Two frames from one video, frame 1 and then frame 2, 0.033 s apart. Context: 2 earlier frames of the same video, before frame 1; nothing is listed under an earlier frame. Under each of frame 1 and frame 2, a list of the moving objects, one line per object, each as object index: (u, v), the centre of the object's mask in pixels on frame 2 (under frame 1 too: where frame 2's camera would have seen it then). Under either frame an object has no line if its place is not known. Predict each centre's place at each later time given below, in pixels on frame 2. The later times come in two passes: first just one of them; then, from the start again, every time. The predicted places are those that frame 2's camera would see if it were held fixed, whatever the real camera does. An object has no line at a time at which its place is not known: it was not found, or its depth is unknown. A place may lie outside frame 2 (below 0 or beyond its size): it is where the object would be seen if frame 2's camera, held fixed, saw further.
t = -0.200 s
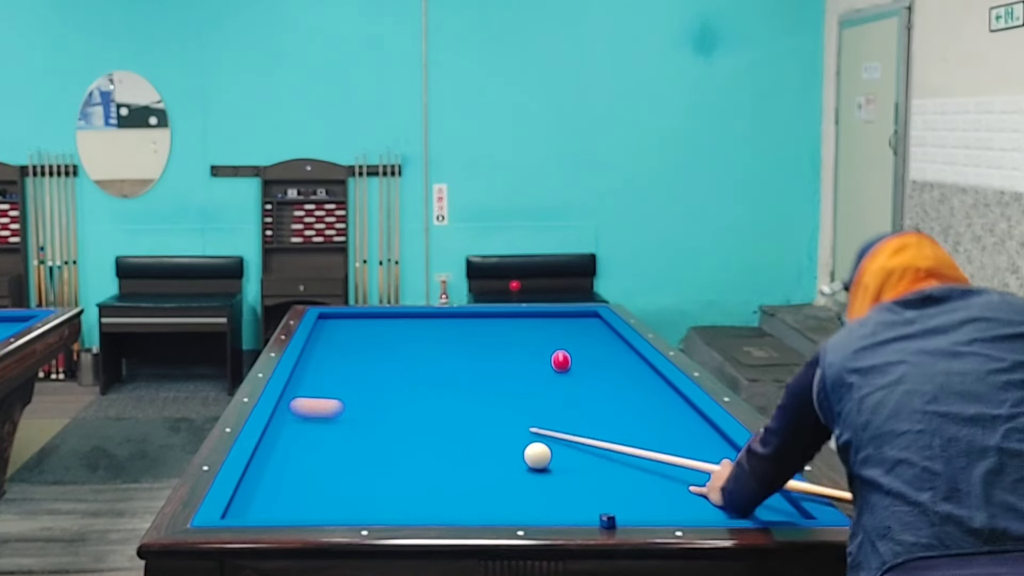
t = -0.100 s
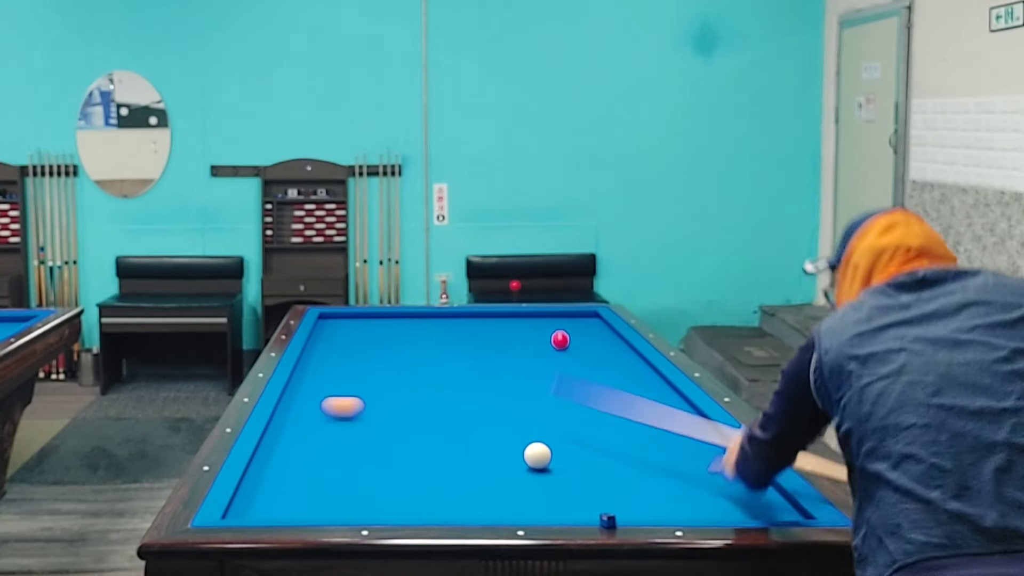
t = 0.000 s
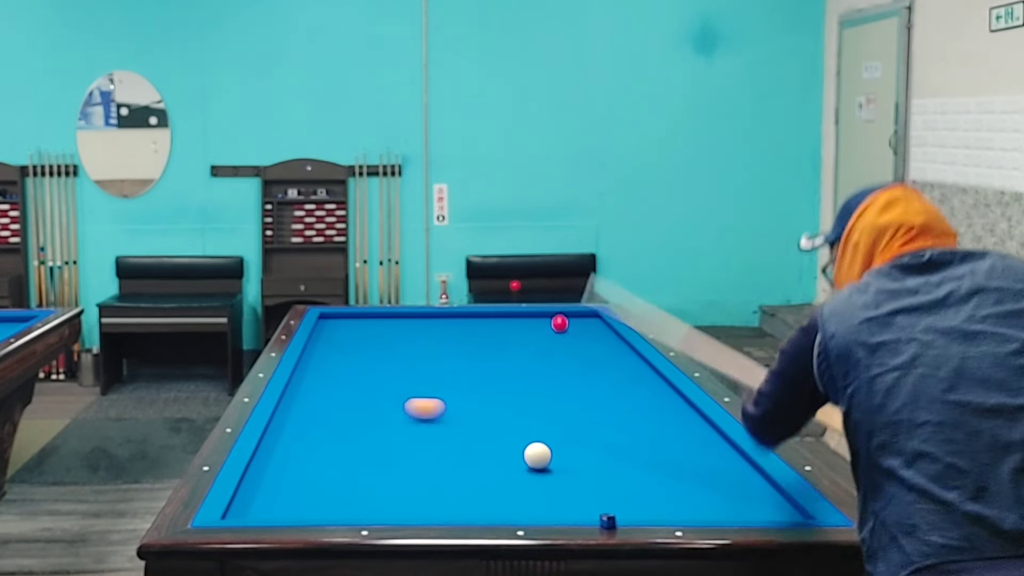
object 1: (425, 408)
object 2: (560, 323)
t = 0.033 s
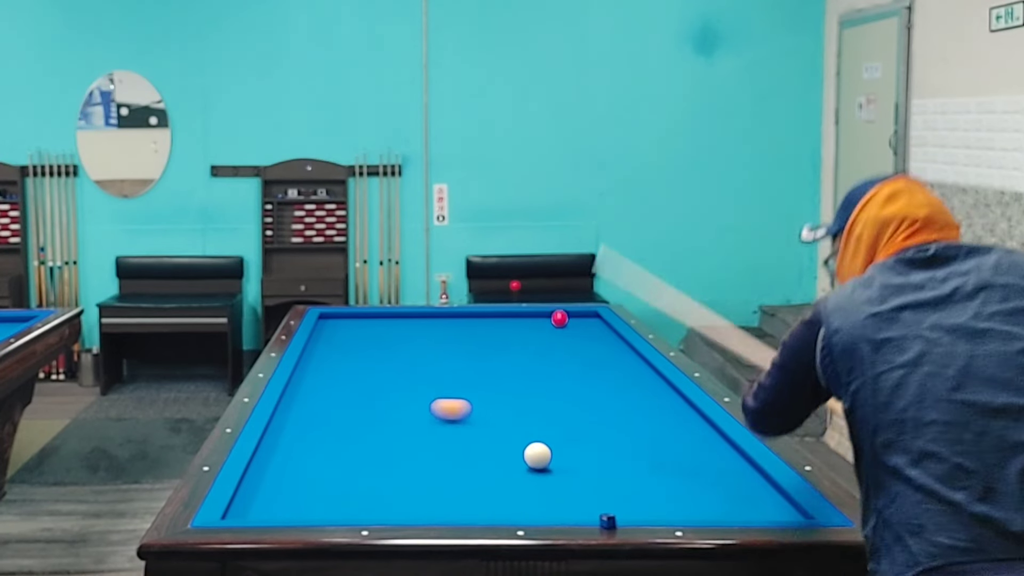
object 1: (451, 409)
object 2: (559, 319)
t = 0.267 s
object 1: (622, 417)
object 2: (579, 329)
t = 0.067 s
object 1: (477, 410)
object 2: (559, 314)
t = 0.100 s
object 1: (502, 411)
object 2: (560, 313)
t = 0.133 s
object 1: (526, 412)
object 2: (564, 316)
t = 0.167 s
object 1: (551, 413)
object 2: (568, 319)
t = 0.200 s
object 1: (574, 415)
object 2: (571, 323)
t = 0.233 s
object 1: (598, 416)
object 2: (575, 326)
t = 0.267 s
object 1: (622, 417)
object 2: (579, 329)
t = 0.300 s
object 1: (646, 419)
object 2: (582, 333)
